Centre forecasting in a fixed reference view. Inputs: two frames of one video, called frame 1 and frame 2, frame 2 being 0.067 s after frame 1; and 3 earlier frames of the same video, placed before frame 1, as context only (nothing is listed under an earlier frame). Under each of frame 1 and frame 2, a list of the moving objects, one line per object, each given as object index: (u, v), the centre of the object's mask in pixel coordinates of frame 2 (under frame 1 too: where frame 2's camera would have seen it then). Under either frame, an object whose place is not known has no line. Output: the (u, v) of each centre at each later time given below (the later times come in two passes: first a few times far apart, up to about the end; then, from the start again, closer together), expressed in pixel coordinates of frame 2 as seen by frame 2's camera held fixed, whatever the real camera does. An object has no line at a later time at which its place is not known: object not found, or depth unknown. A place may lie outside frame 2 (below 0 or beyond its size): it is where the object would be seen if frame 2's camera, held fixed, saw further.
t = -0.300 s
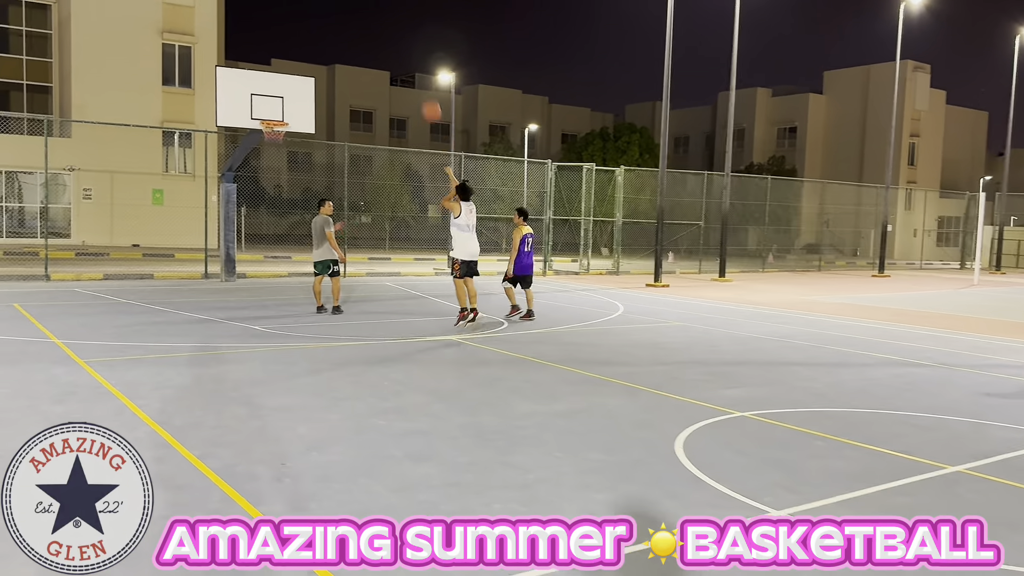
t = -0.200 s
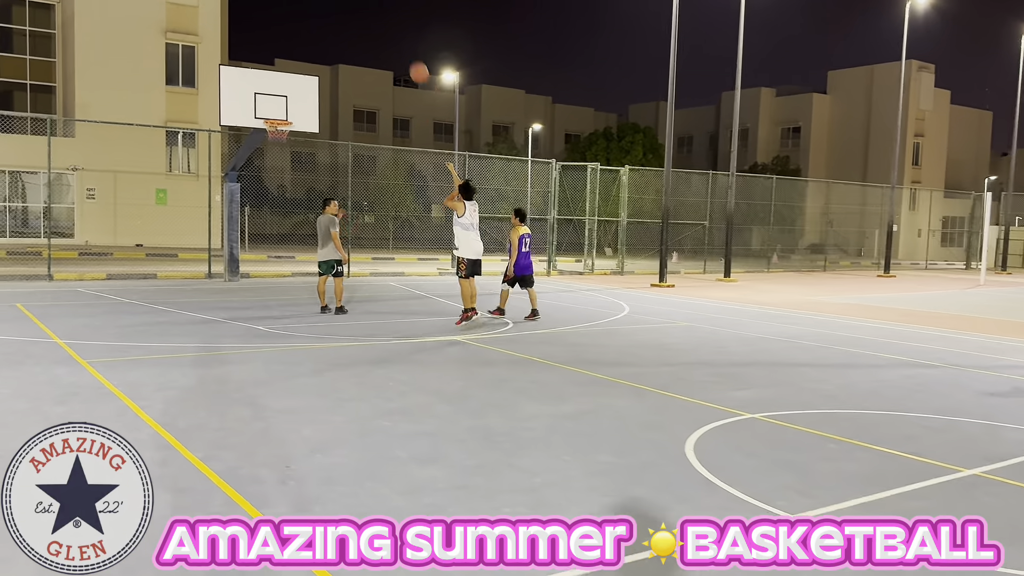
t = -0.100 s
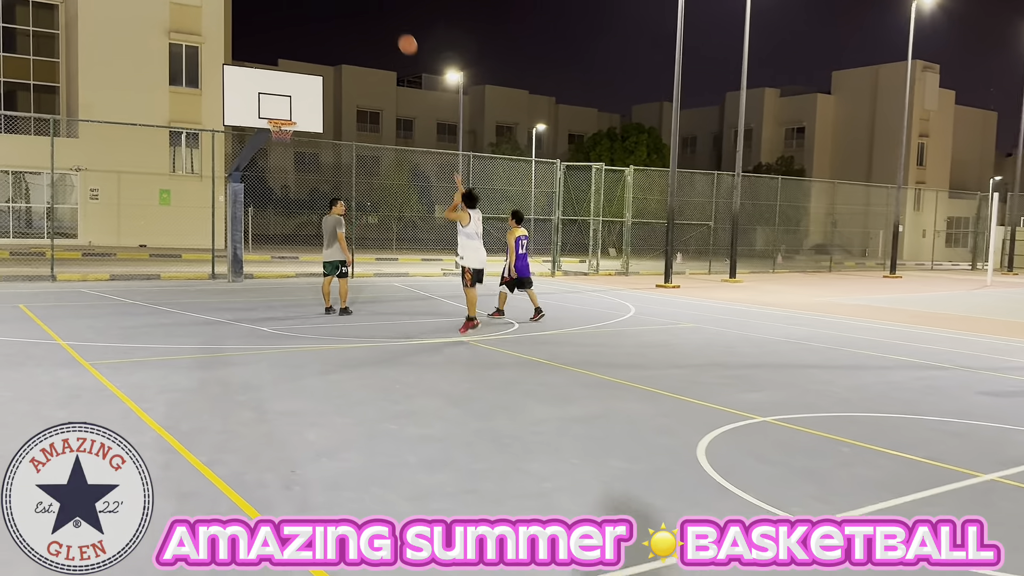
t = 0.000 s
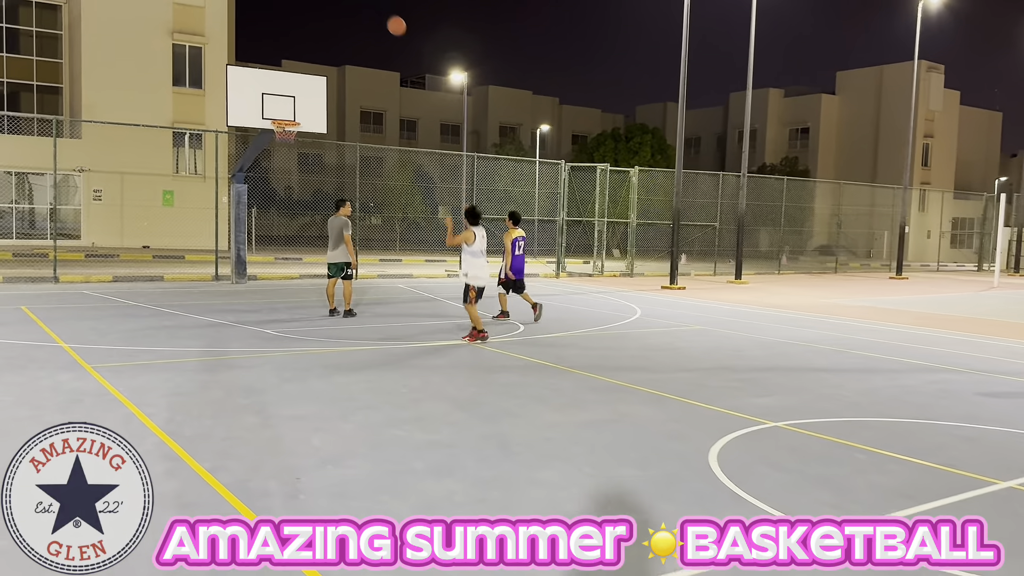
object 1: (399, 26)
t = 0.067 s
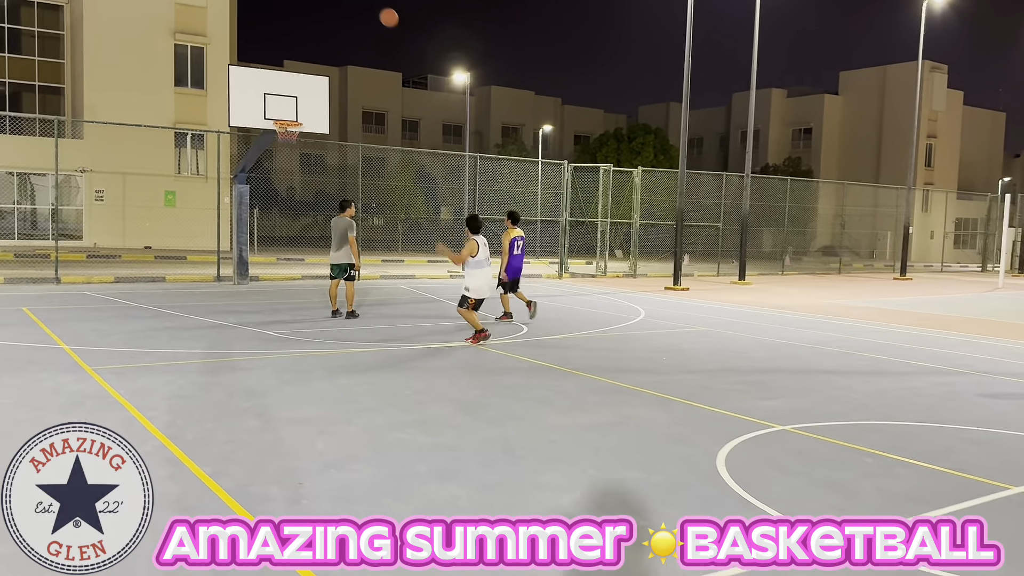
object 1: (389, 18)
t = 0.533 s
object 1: (326, 44)
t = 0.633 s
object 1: (316, 68)
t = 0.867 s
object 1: (312, 116)
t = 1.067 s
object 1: (362, 121)
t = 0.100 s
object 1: (384, 15)
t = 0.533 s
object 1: (326, 44)
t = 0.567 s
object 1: (322, 51)
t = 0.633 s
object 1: (316, 68)
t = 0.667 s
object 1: (311, 79)
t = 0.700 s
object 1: (308, 88)
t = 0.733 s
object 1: (305, 98)
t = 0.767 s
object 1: (301, 108)
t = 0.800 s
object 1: (298, 118)
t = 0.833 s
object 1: (305, 117)
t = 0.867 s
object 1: (312, 116)
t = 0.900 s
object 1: (320, 116)
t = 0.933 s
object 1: (329, 116)
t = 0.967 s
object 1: (338, 114)
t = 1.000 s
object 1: (345, 116)
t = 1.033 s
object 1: (353, 117)
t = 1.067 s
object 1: (362, 121)
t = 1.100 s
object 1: (370, 125)
